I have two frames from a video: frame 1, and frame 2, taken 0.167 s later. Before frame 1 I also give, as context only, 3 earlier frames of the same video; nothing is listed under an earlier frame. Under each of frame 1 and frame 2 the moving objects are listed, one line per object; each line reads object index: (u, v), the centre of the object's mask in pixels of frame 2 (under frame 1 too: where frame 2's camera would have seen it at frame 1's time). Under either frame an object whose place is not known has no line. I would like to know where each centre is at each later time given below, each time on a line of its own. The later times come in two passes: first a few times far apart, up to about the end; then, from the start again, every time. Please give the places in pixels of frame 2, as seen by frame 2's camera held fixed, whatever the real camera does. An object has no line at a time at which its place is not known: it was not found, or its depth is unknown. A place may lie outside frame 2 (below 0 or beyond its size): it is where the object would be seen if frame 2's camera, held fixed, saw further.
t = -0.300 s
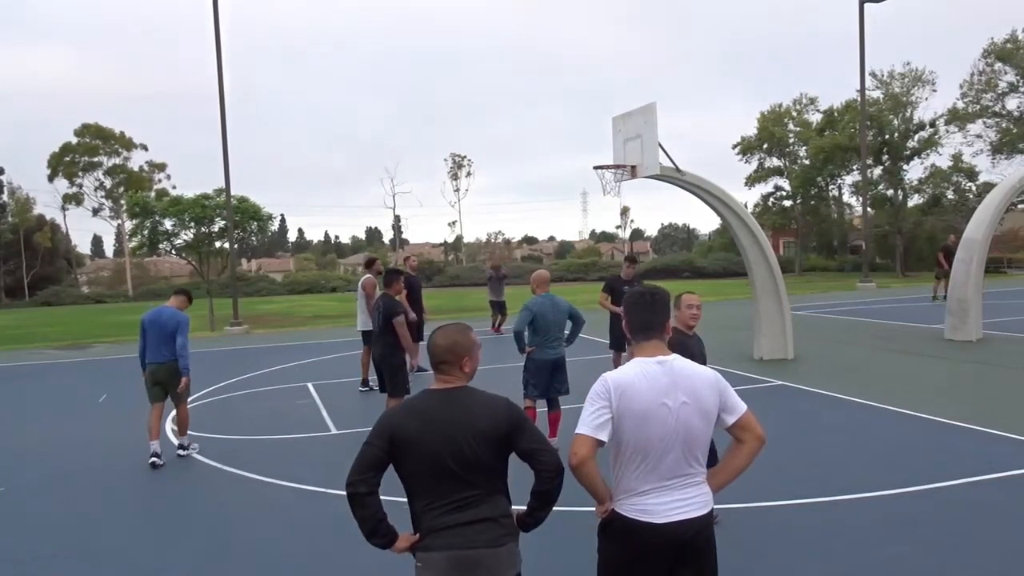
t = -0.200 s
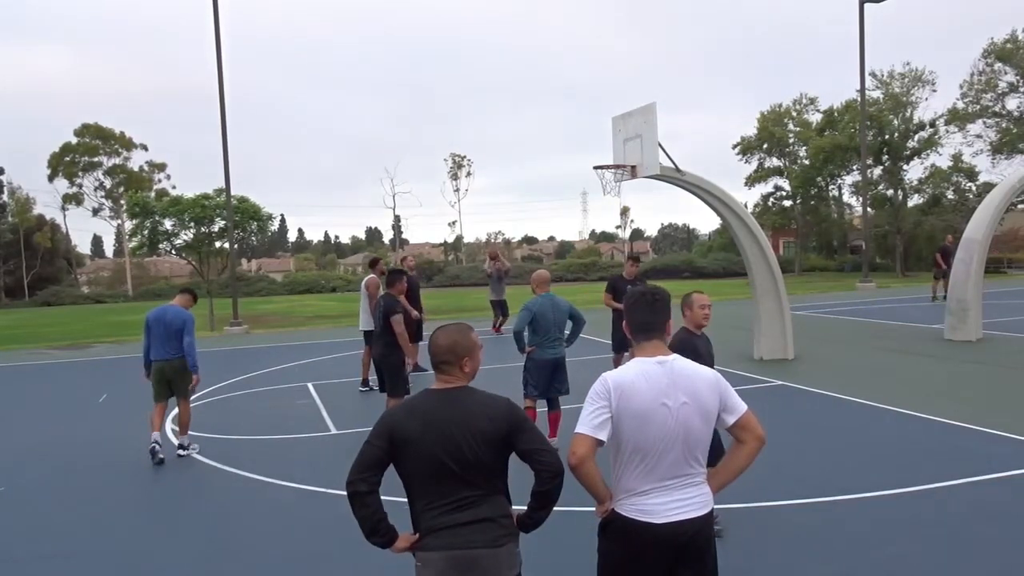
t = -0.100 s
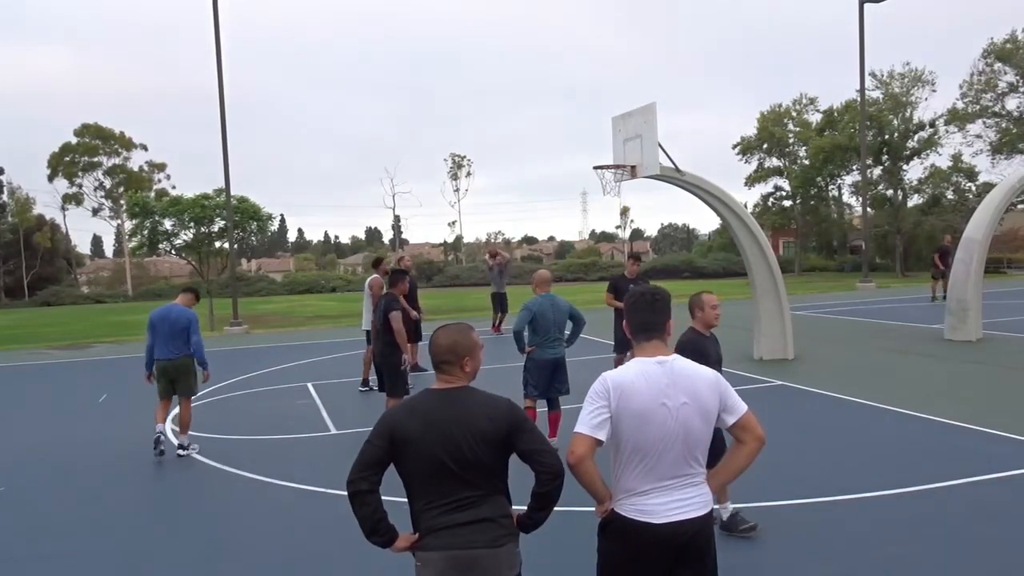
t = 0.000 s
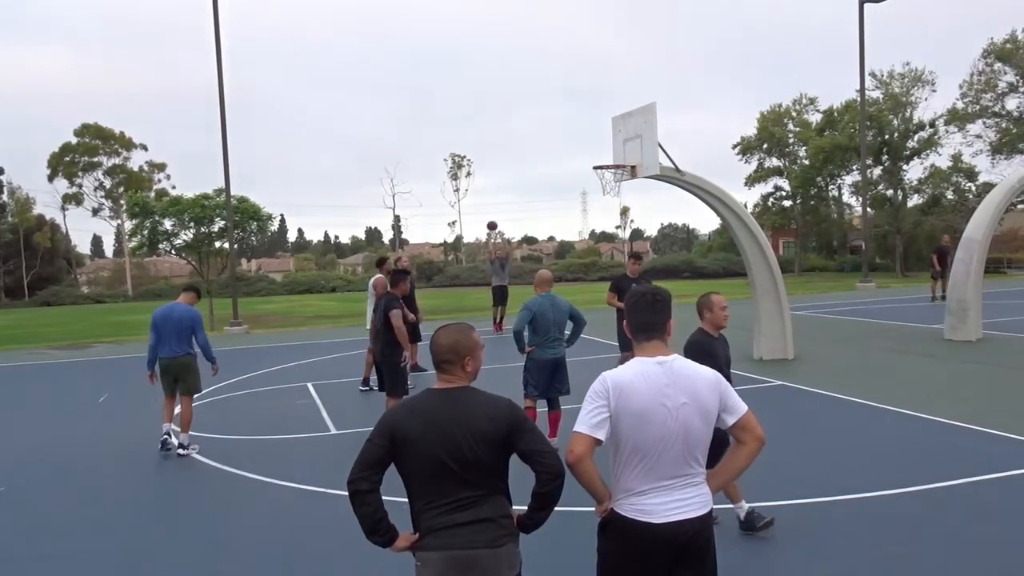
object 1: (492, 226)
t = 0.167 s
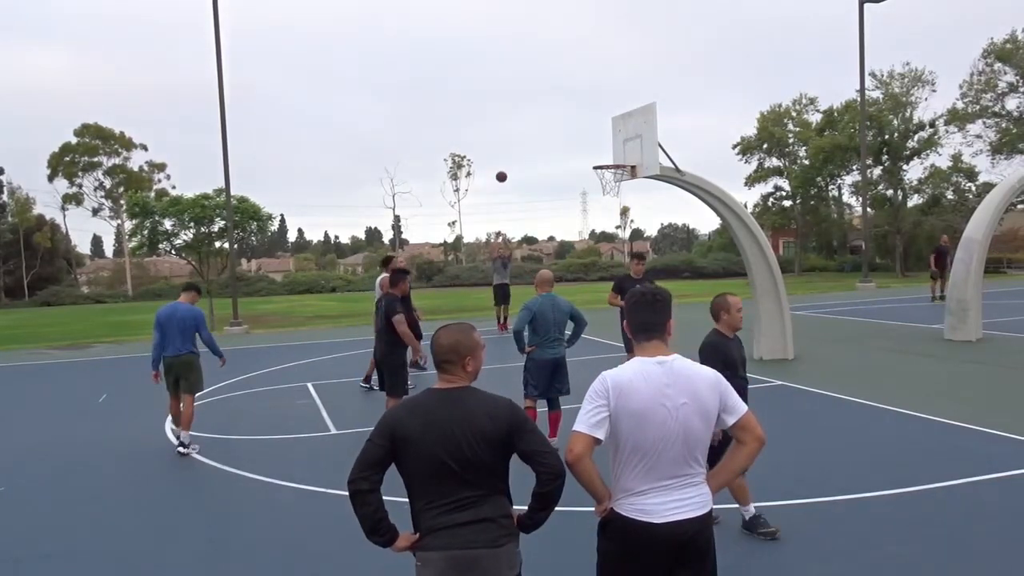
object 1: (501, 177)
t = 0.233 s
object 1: (505, 159)
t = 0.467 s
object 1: (522, 112)
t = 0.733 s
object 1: (546, 89)
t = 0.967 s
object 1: (572, 100)
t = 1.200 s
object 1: (603, 150)
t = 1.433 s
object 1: (584, 164)
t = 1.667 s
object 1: (540, 192)
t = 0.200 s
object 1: (503, 168)
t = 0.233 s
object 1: (505, 159)
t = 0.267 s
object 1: (507, 152)
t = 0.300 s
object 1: (510, 144)
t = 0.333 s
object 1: (512, 137)
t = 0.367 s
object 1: (514, 130)
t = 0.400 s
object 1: (517, 123)
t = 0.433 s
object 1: (520, 118)
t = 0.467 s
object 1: (522, 112)
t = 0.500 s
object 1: (525, 107)
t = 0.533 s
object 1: (528, 103)
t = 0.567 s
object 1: (530, 99)
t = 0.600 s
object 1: (533, 96)
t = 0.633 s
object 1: (536, 93)
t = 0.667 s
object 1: (540, 91)
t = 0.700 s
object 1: (543, 90)
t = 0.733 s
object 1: (546, 89)
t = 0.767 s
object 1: (550, 88)
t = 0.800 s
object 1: (553, 89)
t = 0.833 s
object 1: (557, 89)
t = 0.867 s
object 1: (560, 91)
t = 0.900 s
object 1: (564, 93)
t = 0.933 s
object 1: (568, 97)
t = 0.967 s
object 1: (572, 100)
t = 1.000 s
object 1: (576, 105)
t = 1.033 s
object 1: (580, 110)
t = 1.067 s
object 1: (584, 116)
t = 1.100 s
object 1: (589, 124)
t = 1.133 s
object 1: (594, 131)
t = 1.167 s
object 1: (598, 140)
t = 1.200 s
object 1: (603, 150)
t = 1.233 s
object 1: (608, 159)
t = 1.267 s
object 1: (611, 164)
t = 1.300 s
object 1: (613, 163)
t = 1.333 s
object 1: (605, 161)
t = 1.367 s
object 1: (598, 161)
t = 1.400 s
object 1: (591, 163)
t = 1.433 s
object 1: (584, 164)
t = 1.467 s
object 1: (578, 166)
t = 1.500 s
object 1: (571, 169)
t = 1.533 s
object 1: (565, 172)
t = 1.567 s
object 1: (558, 176)
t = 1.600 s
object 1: (552, 181)
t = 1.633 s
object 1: (546, 186)
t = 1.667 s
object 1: (540, 192)
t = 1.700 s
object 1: (534, 199)
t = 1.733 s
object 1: (528, 206)
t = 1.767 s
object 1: (522, 213)
